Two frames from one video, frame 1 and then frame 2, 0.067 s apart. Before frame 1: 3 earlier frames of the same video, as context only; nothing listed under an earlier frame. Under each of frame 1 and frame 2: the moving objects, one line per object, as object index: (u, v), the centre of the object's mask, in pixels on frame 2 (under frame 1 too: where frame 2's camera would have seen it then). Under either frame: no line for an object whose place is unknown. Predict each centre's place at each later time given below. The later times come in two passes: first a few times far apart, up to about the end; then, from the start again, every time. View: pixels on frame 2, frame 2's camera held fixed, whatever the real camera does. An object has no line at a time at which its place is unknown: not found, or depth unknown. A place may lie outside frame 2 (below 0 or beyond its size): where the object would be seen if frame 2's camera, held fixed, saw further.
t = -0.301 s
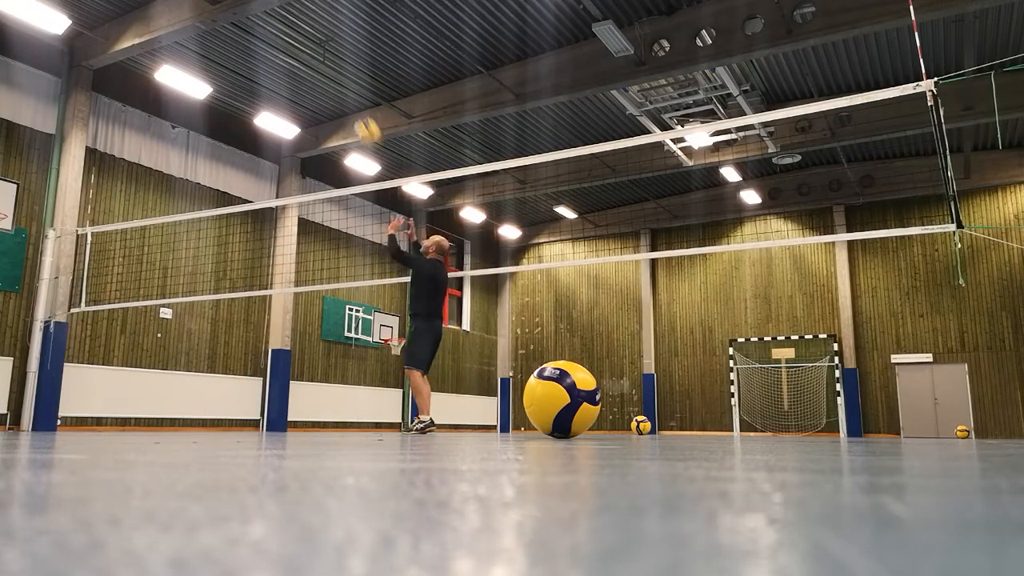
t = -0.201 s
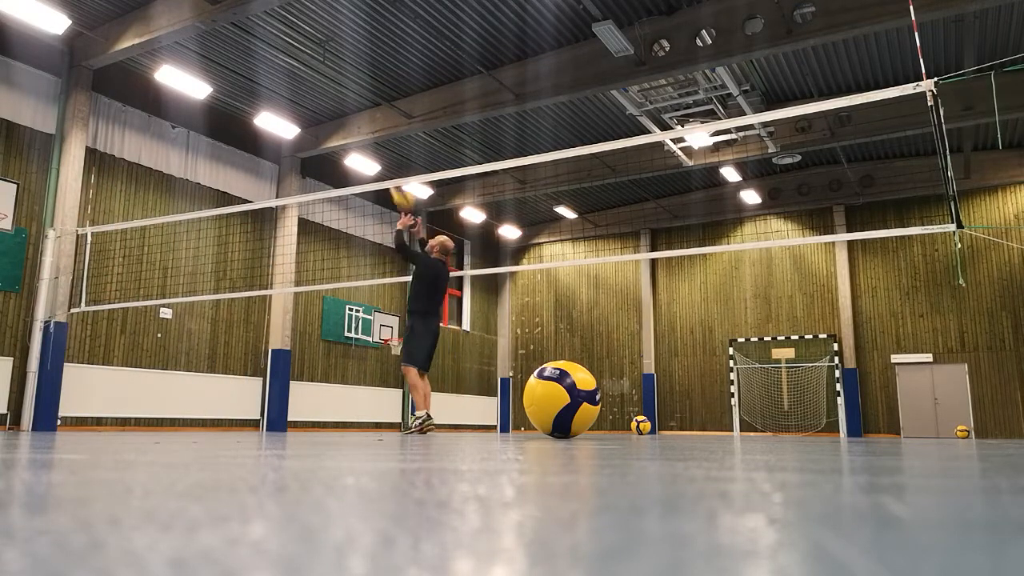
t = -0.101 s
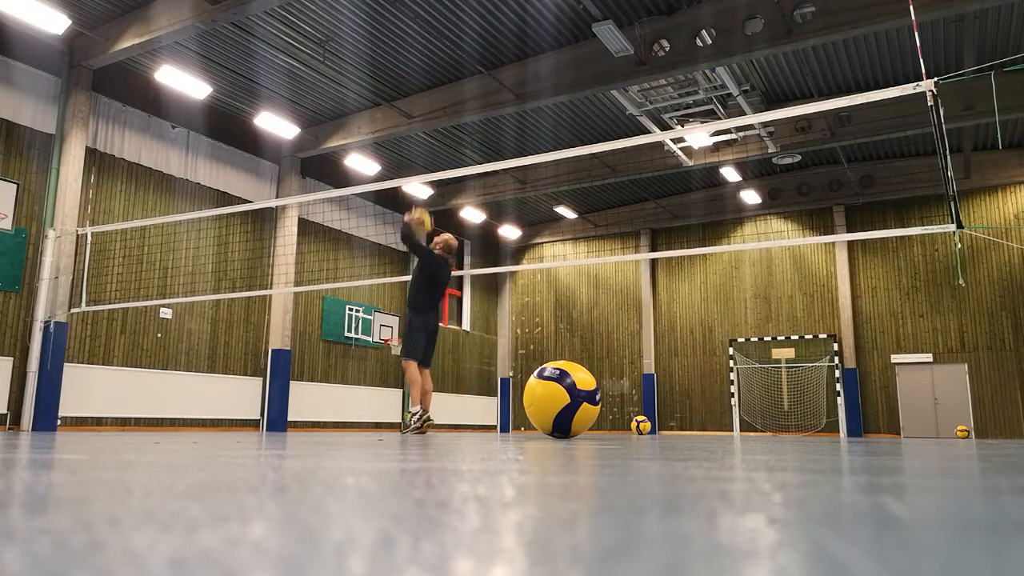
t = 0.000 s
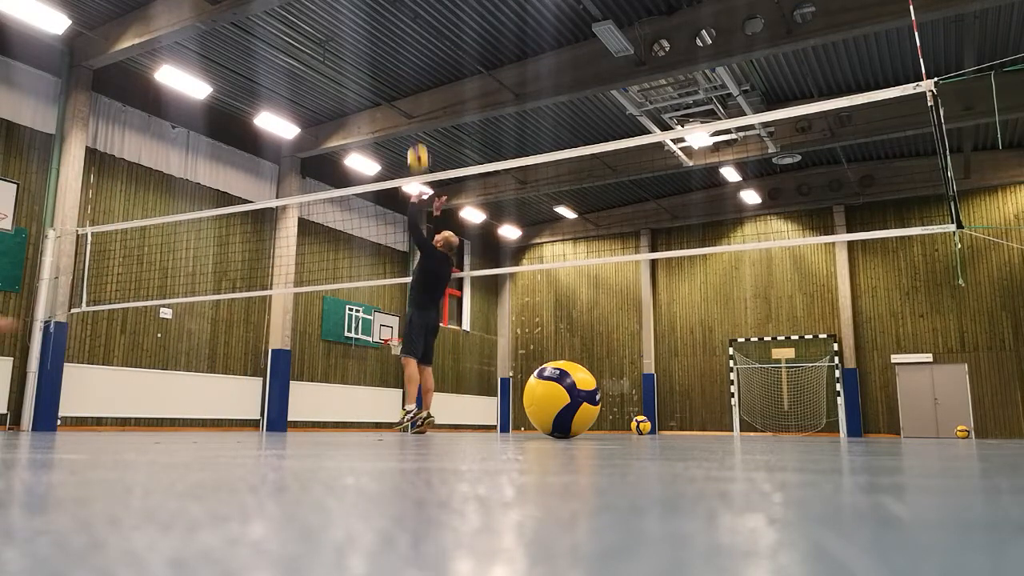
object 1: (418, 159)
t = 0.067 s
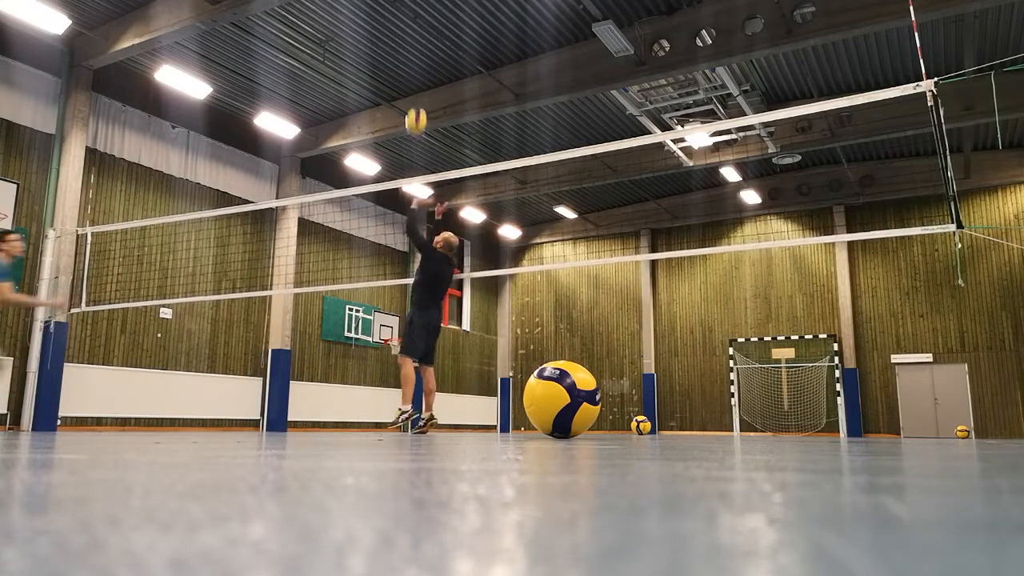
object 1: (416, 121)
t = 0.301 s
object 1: (407, 37)
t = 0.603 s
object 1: (392, 10)
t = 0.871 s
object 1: (377, 54)
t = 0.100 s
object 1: (415, 105)
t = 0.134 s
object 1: (414, 90)
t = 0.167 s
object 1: (413, 78)
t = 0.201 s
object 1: (411, 65)
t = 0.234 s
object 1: (410, 53)
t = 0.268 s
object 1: (408, 45)
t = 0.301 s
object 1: (407, 37)
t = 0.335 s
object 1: (405, 30)
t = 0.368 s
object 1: (404, 24)
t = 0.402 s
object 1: (402, 18)
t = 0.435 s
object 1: (400, 14)
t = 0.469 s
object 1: (399, 11)
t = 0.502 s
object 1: (397, 10)
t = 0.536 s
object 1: (395, 9)
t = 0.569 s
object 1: (394, 9)
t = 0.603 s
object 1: (392, 10)
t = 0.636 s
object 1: (390, 11)
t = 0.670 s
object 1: (388, 15)
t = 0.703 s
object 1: (386, 19)
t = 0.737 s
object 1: (385, 24)
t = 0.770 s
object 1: (383, 30)
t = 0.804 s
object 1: (381, 37)
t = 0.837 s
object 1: (379, 45)
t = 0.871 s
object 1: (377, 54)
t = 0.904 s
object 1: (375, 64)
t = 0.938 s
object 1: (373, 75)
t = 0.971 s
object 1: (370, 86)
